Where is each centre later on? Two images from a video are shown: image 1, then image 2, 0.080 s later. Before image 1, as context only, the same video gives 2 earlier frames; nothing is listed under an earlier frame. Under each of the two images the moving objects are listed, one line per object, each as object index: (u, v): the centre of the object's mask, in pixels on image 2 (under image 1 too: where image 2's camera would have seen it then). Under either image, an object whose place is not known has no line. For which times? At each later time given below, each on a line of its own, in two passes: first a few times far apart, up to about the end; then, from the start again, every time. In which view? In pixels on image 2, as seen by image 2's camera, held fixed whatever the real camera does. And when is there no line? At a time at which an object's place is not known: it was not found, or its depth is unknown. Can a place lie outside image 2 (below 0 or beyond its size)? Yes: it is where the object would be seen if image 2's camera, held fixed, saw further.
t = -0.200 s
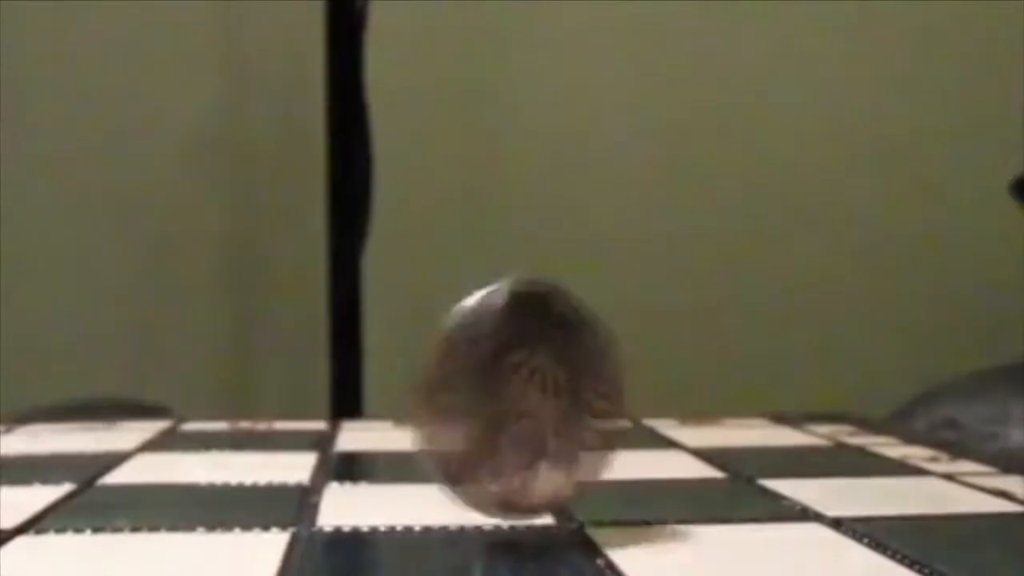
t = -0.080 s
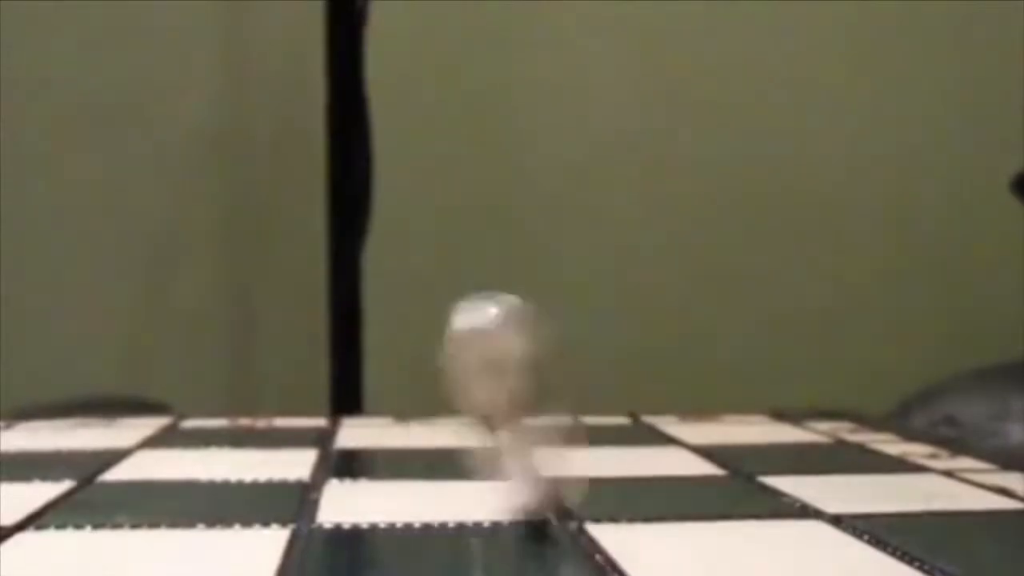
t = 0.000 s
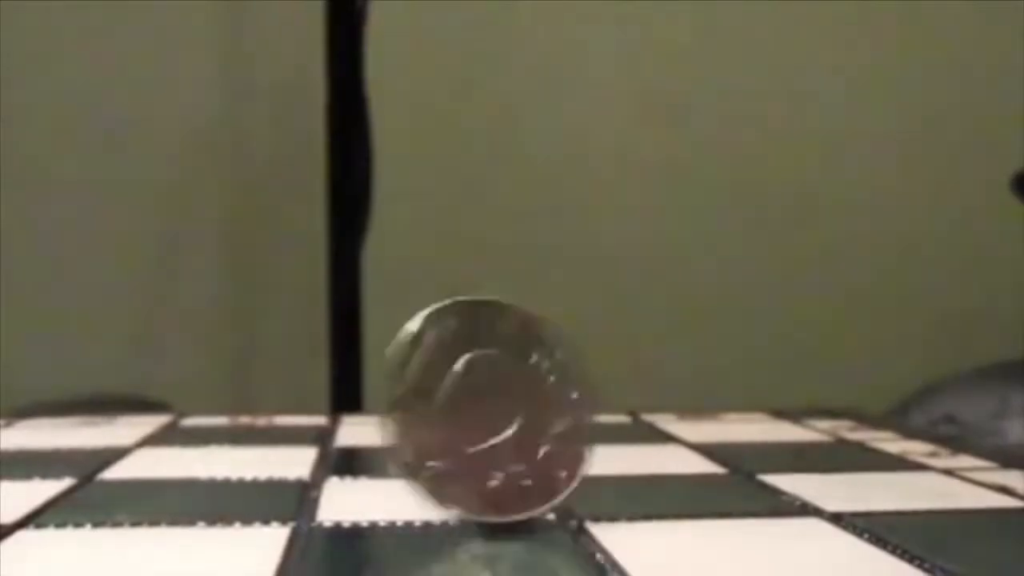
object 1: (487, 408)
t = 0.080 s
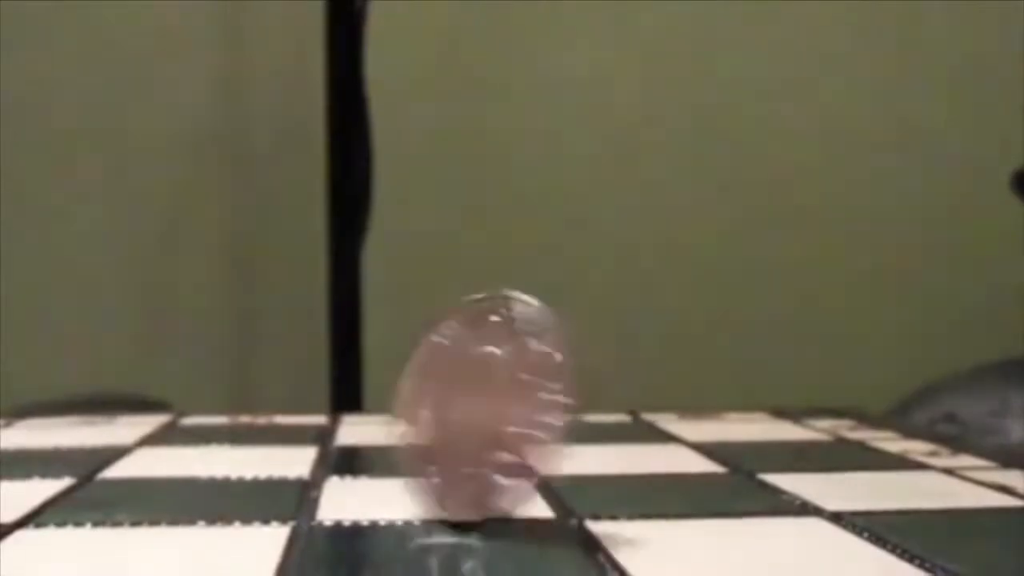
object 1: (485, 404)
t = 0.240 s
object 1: (459, 402)
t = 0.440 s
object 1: (431, 405)
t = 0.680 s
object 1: (409, 400)
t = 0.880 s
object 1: (383, 399)
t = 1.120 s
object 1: (365, 395)
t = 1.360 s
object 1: (355, 391)
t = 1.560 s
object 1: (328, 393)
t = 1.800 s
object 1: (309, 391)
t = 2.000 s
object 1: (296, 390)
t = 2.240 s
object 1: (286, 389)
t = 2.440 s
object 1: (274, 391)
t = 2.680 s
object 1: (266, 387)
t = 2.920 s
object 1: (261, 391)
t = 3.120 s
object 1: (256, 386)
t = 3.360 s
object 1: (255, 390)
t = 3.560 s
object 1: (247, 390)
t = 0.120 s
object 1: (486, 379)
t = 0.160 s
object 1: (463, 394)
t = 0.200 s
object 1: (461, 401)
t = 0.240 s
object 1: (459, 402)
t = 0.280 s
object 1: (461, 396)
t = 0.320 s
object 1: (452, 387)
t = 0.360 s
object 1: (431, 392)
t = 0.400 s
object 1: (431, 403)
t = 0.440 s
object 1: (431, 405)
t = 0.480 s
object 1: (432, 405)
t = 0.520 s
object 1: (429, 390)
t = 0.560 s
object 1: (413, 387)
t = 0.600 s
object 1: (411, 398)
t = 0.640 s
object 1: (408, 400)
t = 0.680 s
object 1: (409, 400)
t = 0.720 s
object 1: (416, 393)
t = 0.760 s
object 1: (398, 389)
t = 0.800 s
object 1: (386, 397)
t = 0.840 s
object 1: (384, 399)
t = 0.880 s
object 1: (383, 399)
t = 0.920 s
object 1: (388, 393)
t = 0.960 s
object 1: (381, 382)
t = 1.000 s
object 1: (366, 396)
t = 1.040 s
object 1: (362, 397)
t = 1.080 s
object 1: (363, 398)
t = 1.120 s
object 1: (365, 395)
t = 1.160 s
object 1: (363, 389)
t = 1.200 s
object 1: (345, 389)
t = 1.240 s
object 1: (342, 394)
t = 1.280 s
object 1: (342, 396)
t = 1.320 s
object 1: (341, 396)
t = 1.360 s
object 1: (355, 391)
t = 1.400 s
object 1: (333, 379)
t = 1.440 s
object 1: (322, 393)
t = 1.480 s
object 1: (325, 395)
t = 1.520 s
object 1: (325, 395)
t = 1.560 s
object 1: (328, 393)
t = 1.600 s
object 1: (322, 378)
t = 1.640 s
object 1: (303, 376)
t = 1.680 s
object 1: (306, 392)
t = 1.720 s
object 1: (307, 393)
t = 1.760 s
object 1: (310, 392)
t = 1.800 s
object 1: (309, 391)
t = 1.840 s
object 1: (302, 381)
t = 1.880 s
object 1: (289, 387)
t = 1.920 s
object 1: (288, 393)
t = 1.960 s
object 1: (290, 392)
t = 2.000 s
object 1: (296, 390)
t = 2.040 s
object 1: (293, 383)
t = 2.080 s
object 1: (281, 389)
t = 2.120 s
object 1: (274, 390)
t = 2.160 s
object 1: (278, 390)
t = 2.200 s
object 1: (283, 389)
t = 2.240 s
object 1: (286, 389)
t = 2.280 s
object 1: (281, 385)
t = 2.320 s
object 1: (265, 390)
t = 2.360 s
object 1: (267, 392)
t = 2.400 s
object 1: (269, 391)
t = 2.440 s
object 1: (274, 391)
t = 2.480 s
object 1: (286, 386)
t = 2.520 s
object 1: (267, 377)
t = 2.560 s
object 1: (266, 394)
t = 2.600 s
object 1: (261, 391)
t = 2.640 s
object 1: (264, 390)
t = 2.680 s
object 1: (266, 387)
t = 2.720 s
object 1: (264, 374)
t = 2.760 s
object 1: (247, 376)
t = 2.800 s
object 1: (252, 392)
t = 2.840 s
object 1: (255, 391)
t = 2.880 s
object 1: (259, 390)
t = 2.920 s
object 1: (261, 391)
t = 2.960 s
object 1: (260, 375)
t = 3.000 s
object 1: (250, 385)
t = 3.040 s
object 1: (252, 391)
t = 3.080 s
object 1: (251, 390)
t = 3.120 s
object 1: (256, 386)
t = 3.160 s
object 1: (251, 378)
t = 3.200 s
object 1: (247, 379)
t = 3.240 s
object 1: (242, 383)
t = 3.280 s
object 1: (245, 390)
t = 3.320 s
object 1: (248, 388)
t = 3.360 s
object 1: (255, 390)
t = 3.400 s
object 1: (254, 381)
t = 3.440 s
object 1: (241, 377)
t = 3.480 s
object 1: (242, 391)
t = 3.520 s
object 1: (244, 391)
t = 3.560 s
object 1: (247, 390)
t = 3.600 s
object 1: (250, 391)
